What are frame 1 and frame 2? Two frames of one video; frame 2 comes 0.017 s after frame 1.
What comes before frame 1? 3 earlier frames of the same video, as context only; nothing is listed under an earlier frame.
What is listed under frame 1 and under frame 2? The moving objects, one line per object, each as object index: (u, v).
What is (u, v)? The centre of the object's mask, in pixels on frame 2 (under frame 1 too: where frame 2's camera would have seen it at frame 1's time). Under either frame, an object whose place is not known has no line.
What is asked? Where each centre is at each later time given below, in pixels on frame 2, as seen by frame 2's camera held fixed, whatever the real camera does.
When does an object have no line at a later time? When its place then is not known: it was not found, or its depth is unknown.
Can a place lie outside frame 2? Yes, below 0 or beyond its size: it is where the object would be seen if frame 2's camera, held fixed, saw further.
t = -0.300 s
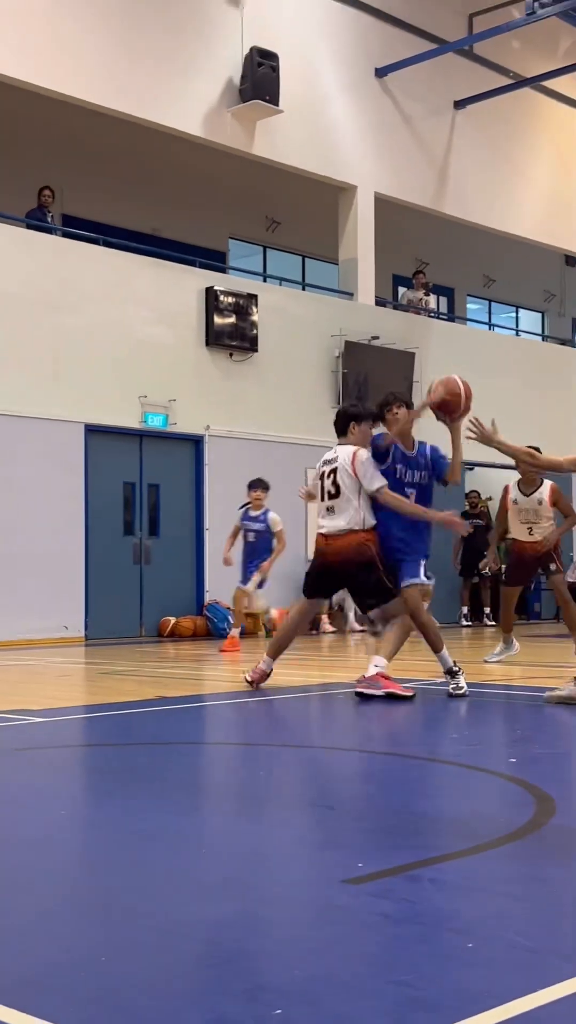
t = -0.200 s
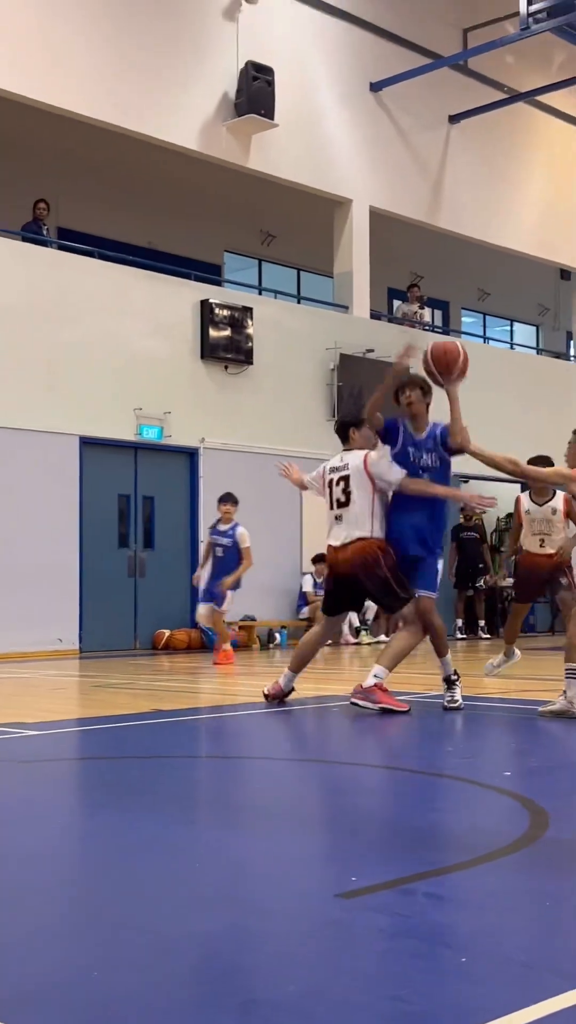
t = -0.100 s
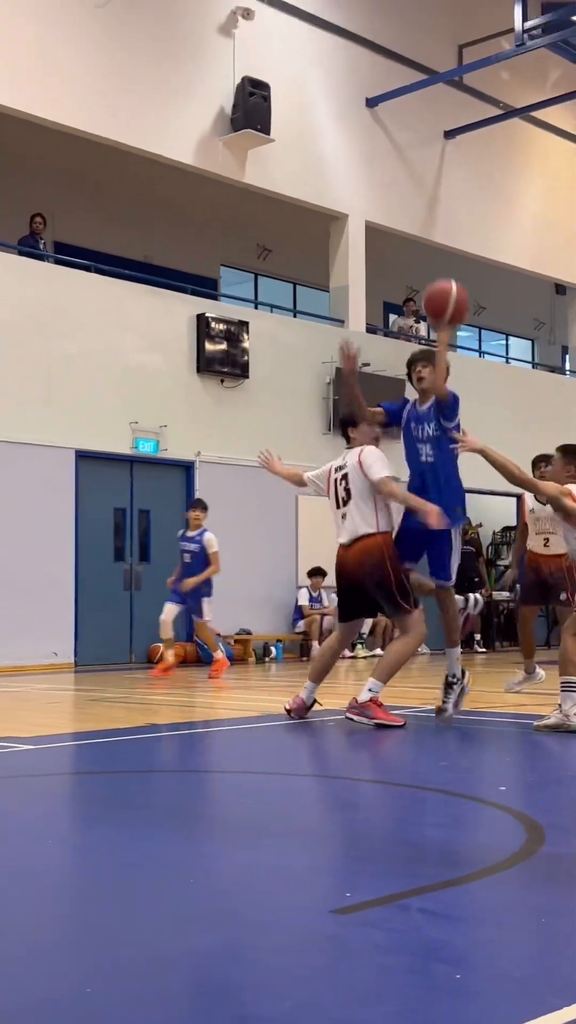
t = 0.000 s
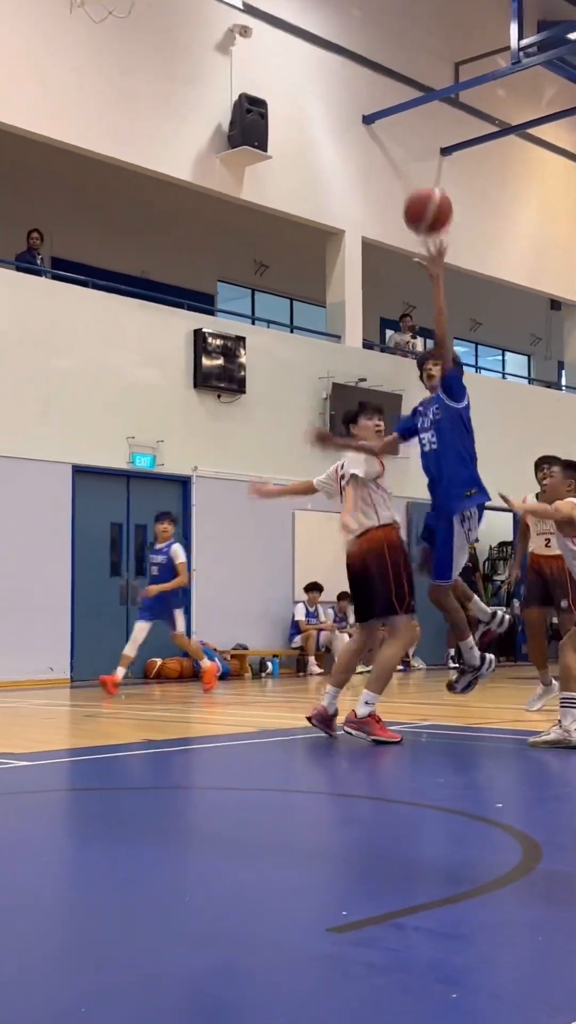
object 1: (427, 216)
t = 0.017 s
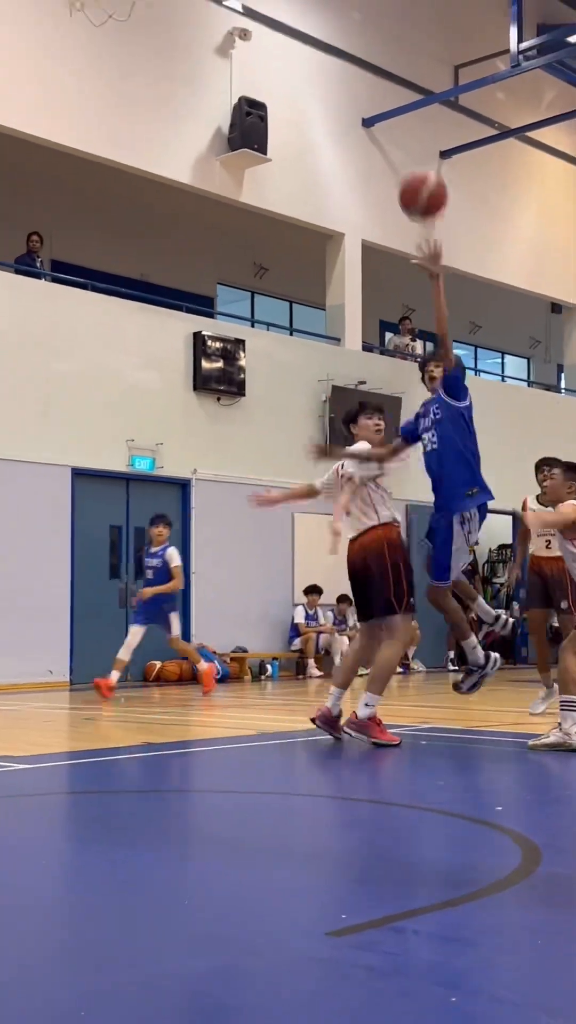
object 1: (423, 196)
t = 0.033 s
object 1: (419, 177)
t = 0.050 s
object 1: (415, 156)
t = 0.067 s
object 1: (411, 137)
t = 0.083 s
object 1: (406, 122)
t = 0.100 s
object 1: (401, 103)
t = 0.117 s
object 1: (396, 87)
